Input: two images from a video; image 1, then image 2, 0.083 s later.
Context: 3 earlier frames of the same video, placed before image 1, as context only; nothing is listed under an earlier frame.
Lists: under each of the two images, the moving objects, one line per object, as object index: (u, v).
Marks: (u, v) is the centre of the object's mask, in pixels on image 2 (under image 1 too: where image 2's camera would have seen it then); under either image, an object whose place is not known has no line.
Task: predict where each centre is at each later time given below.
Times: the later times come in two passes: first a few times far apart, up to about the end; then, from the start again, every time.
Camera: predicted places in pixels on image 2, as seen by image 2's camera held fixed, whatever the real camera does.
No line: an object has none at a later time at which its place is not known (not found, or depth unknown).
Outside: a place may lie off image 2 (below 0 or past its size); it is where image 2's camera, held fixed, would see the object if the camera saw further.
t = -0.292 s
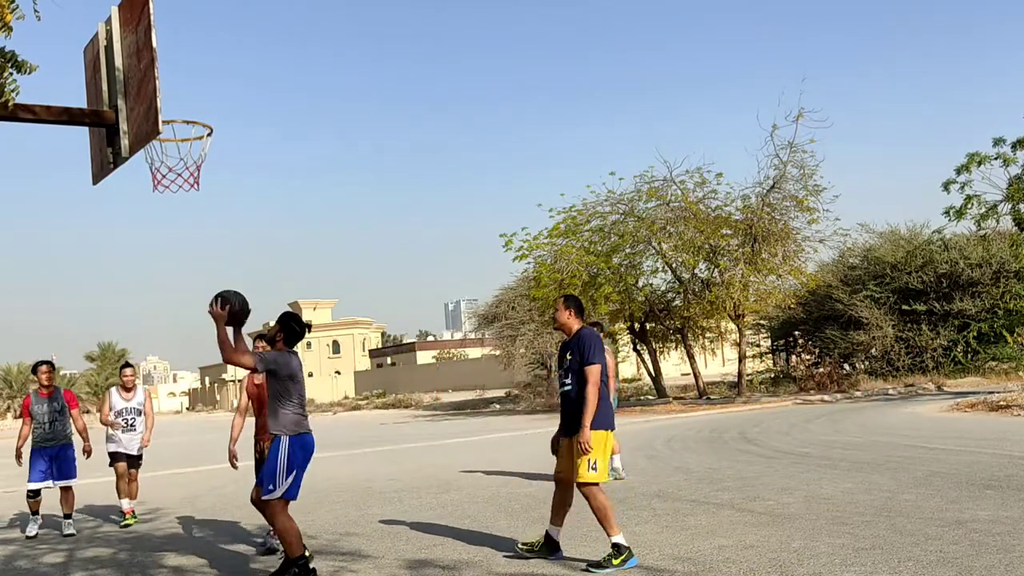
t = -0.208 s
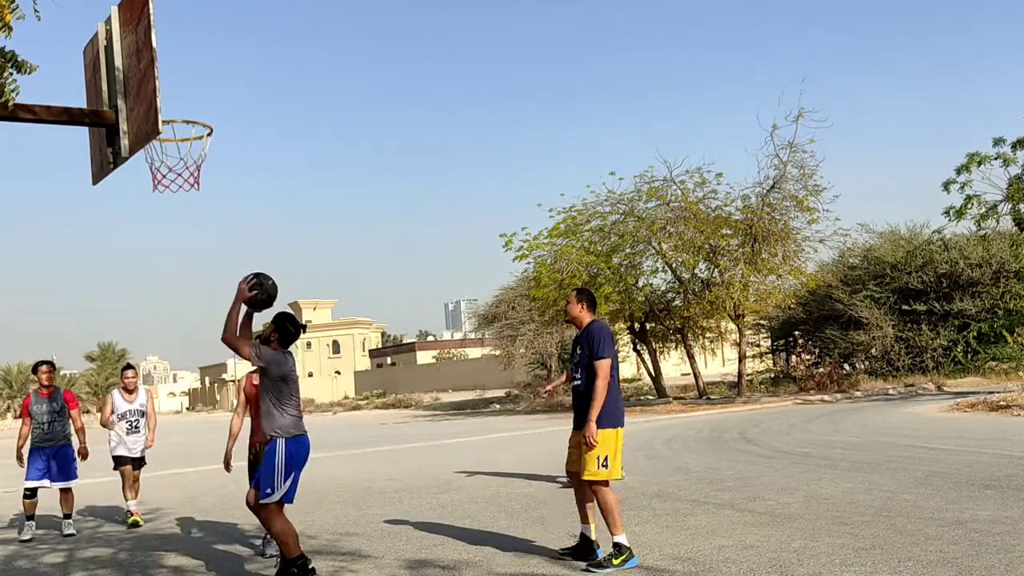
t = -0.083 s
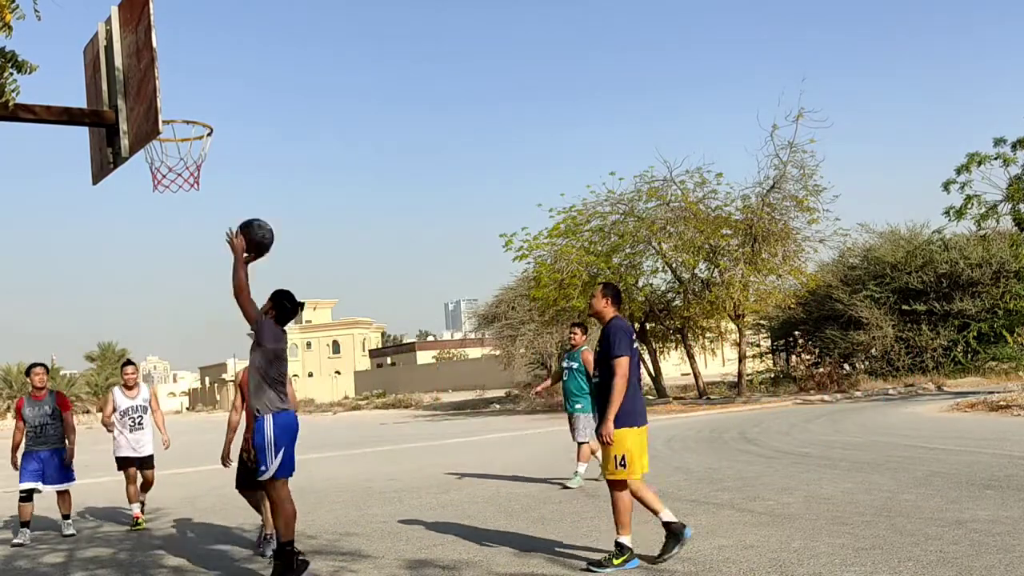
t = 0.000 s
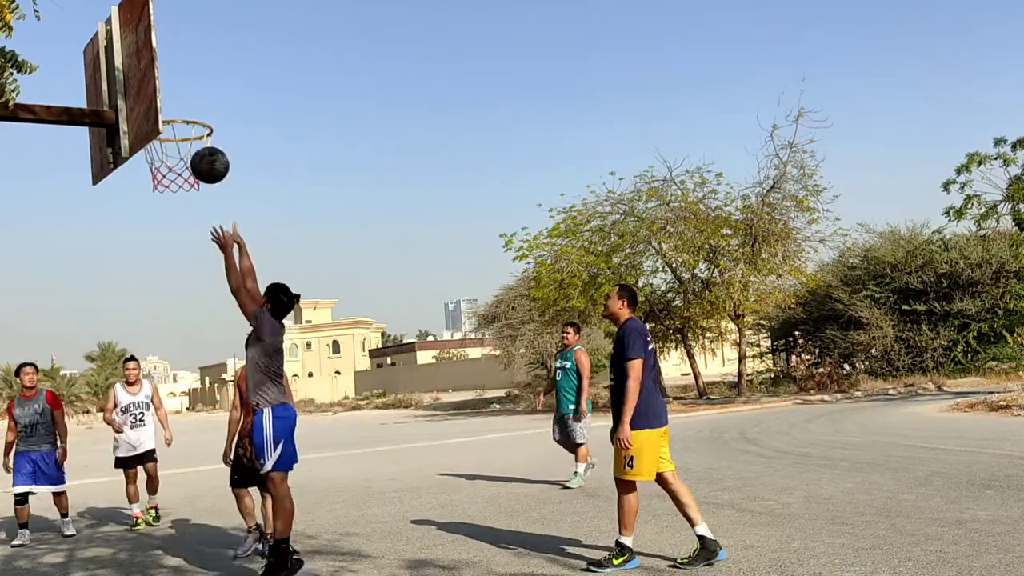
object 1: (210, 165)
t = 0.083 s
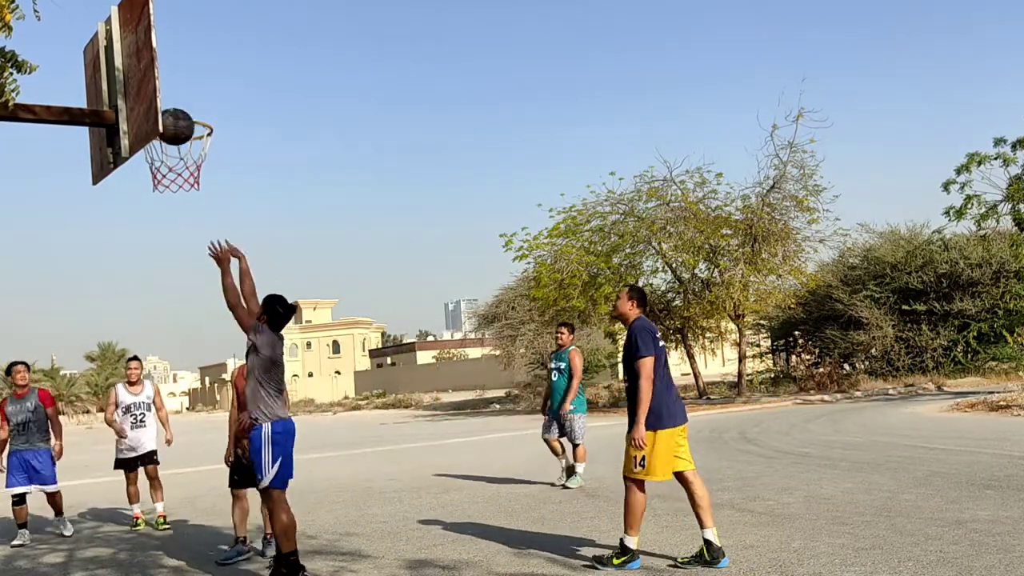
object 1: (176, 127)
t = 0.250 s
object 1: (175, 101)
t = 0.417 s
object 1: (192, 178)
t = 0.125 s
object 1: (168, 111)
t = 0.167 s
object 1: (171, 104)
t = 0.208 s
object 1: (172, 99)
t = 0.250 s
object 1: (175, 101)
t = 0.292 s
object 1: (178, 110)
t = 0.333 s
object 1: (182, 125)
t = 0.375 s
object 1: (187, 148)
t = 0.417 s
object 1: (192, 178)
